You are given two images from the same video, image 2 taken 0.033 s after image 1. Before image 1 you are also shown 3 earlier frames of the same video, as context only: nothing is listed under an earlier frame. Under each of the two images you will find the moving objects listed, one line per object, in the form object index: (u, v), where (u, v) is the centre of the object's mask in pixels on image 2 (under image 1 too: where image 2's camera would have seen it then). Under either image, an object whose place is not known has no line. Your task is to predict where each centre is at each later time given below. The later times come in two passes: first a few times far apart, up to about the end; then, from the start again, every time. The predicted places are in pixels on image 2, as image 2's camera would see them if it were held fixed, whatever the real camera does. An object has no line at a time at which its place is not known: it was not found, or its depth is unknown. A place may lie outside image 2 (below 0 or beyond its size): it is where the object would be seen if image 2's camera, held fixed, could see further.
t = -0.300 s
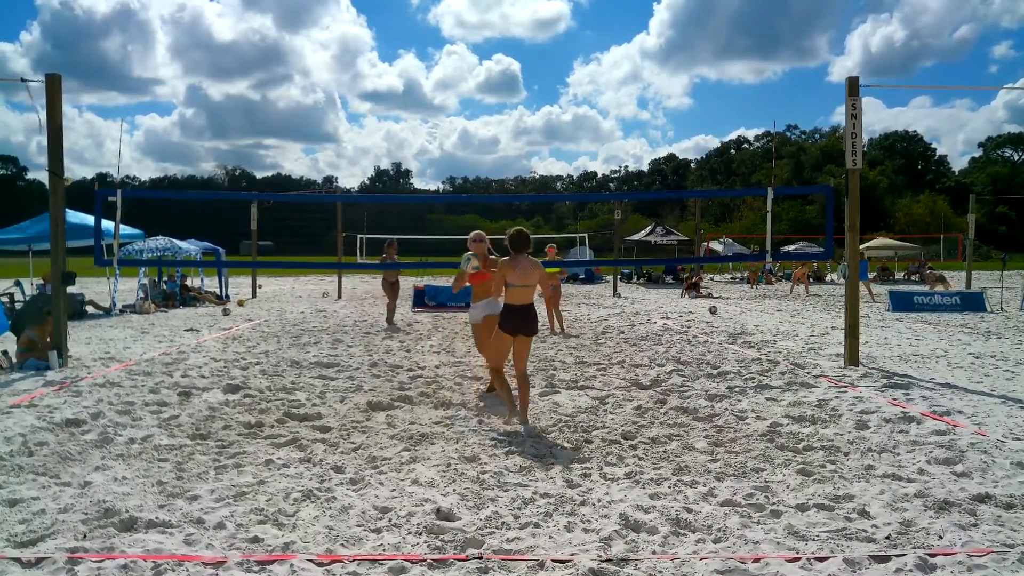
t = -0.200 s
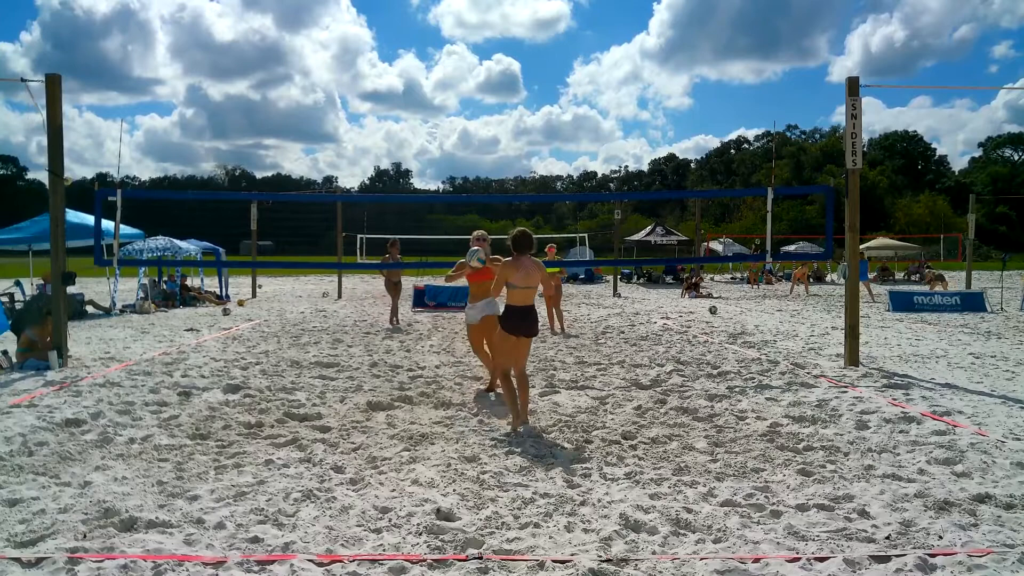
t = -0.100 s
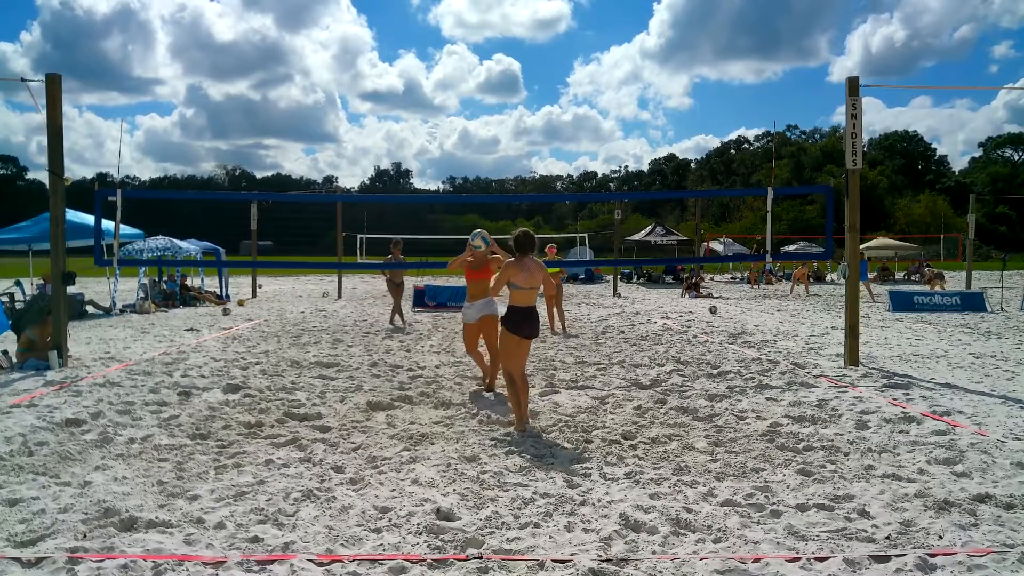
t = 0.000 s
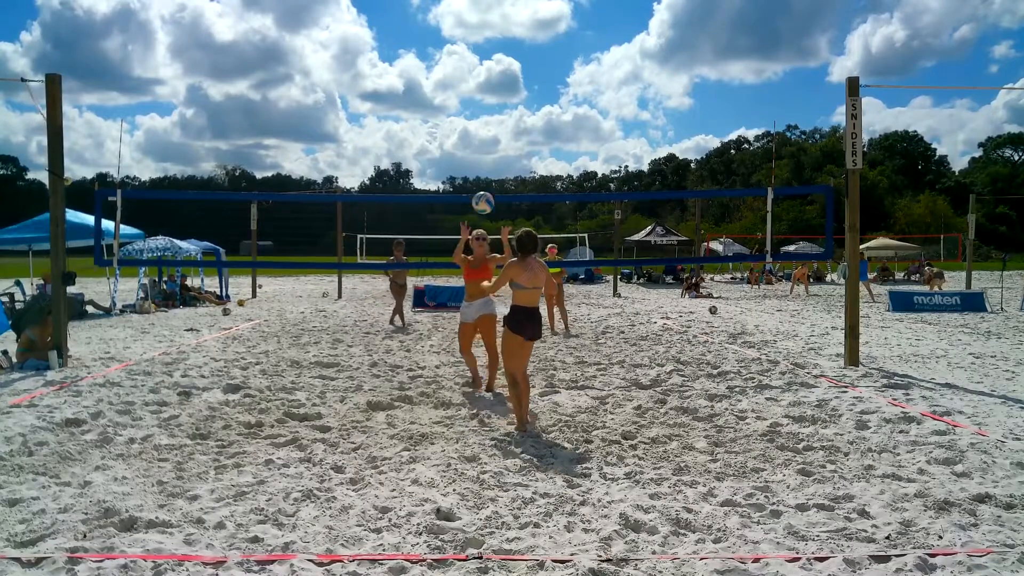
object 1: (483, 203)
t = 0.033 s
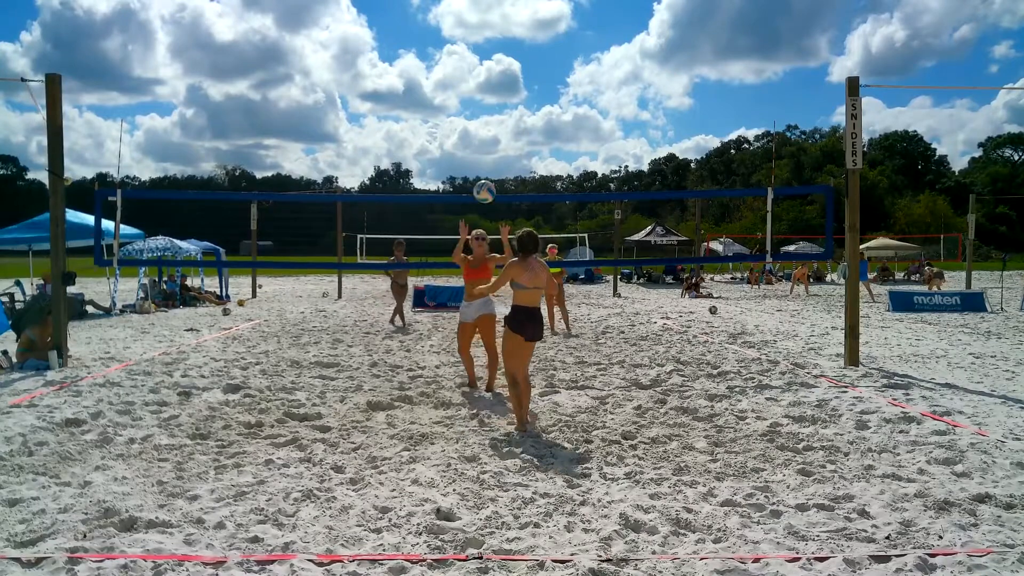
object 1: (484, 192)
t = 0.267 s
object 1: (494, 142)
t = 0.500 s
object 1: (506, 147)
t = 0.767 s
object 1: (525, 238)
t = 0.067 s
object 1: (485, 182)
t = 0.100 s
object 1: (487, 172)
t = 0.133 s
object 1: (489, 164)
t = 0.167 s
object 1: (490, 157)
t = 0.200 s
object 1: (491, 151)
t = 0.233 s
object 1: (493, 146)
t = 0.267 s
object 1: (494, 142)
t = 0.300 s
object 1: (496, 139)
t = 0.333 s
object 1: (497, 137)
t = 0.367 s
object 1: (499, 136)
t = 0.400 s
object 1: (500, 137)
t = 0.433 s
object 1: (502, 139)
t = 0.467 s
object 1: (504, 142)
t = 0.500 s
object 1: (506, 147)
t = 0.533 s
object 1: (508, 153)
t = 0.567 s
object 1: (510, 160)
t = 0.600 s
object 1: (512, 169)
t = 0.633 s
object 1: (514, 180)
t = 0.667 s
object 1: (517, 192)
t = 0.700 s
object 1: (519, 206)
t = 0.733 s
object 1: (522, 221)
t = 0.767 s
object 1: (525, 238)
